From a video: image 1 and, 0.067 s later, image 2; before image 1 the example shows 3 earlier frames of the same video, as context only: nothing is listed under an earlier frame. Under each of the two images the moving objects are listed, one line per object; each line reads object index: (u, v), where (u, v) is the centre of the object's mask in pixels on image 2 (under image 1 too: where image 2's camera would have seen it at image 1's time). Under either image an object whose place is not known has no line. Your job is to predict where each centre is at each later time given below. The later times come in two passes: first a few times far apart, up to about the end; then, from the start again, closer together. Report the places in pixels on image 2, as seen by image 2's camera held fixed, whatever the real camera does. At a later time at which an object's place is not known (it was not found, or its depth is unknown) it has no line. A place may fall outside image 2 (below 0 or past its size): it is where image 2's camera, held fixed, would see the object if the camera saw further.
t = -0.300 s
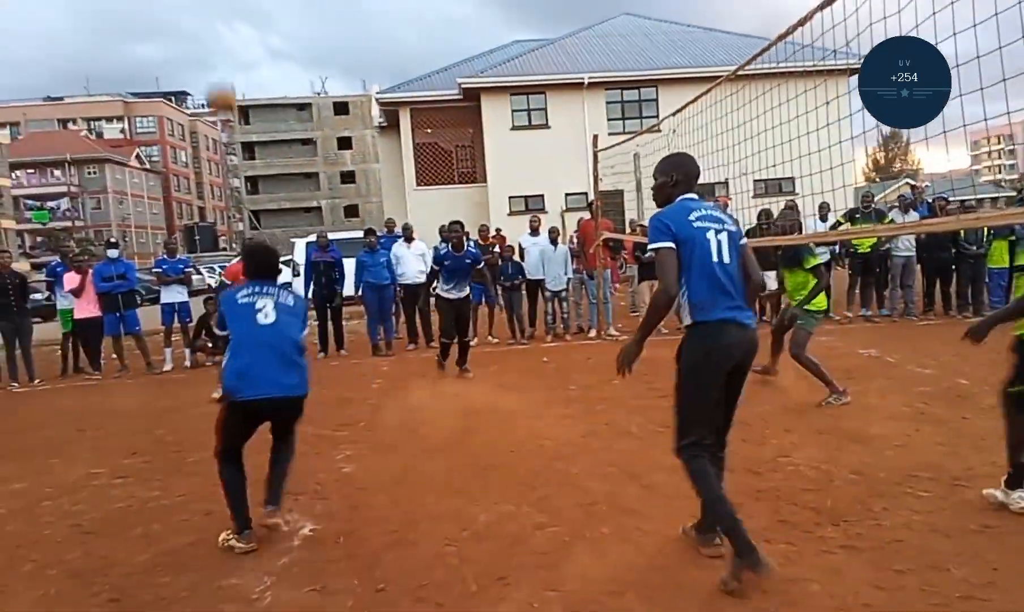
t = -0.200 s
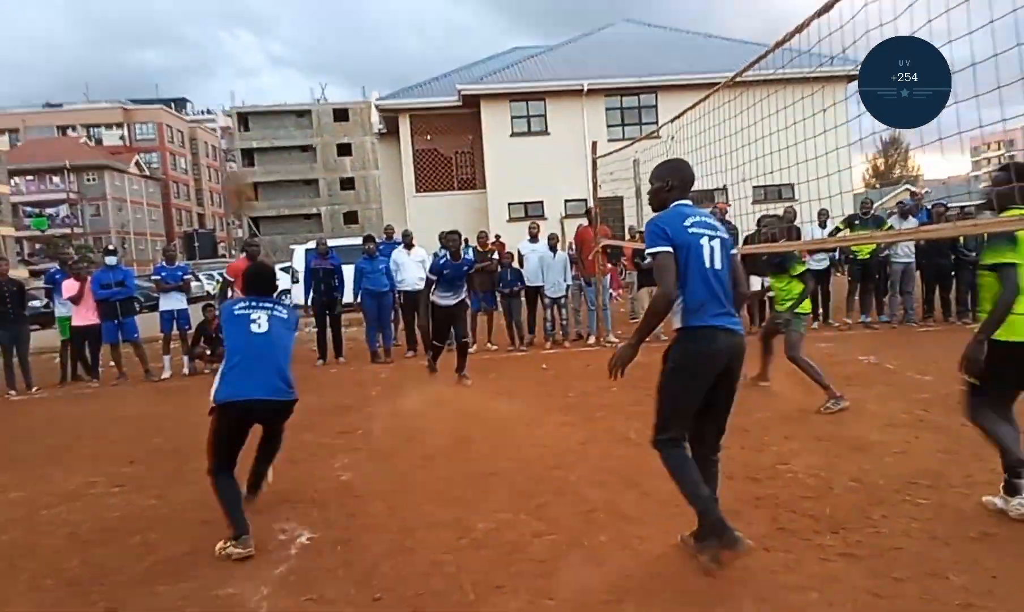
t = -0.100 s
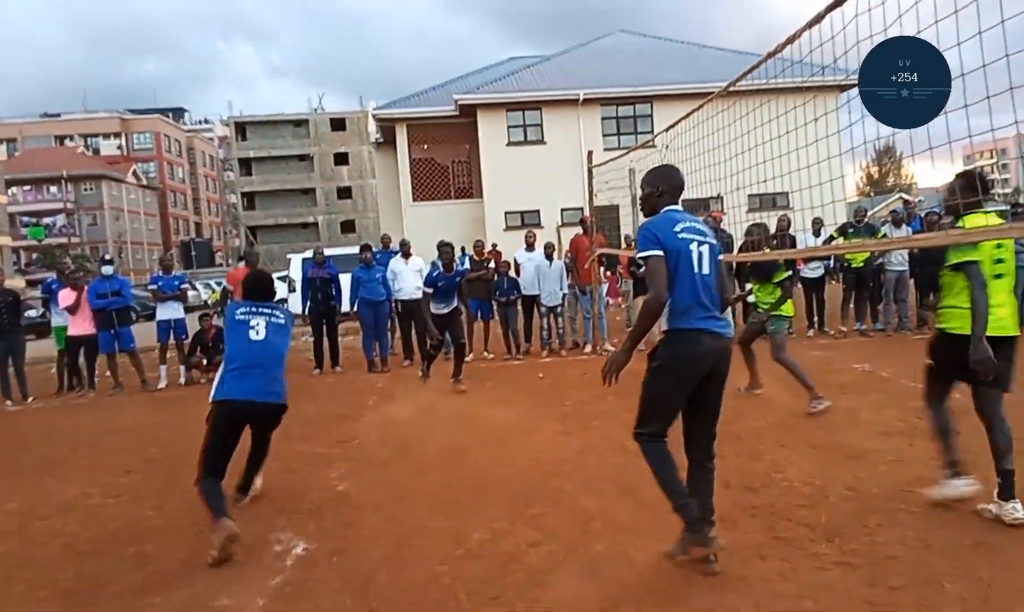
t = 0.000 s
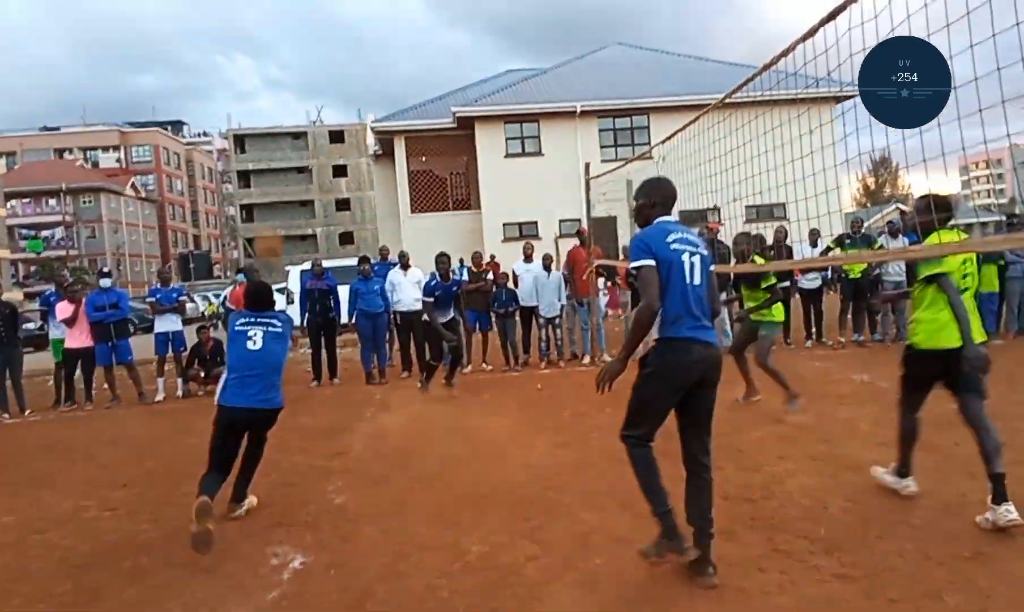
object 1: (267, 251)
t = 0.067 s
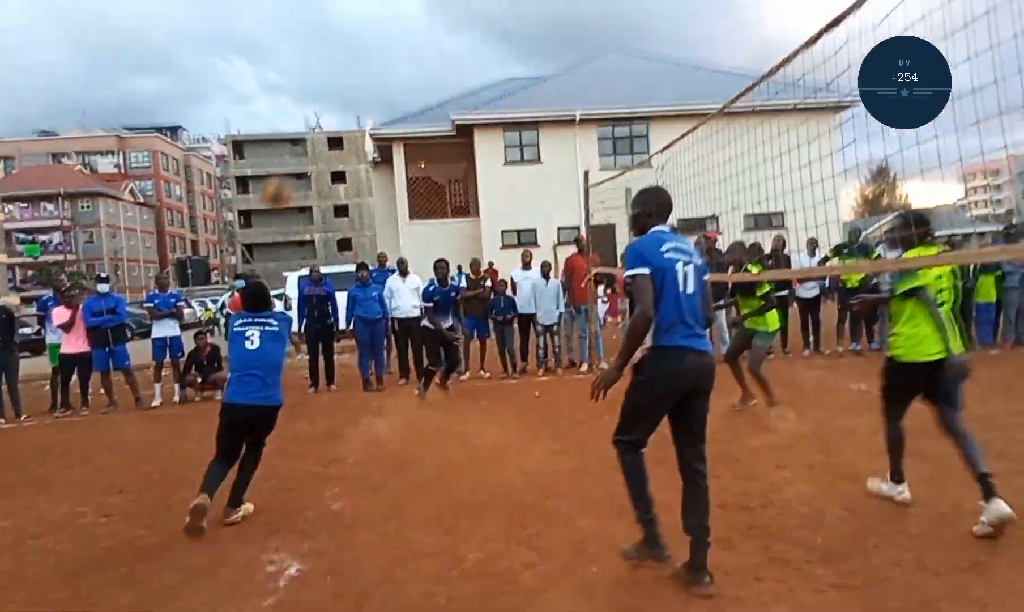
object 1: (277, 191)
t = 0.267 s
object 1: (306, 77)
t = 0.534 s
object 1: (342, 20)
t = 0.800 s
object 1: (376, 40)
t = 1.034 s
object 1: (408, 105)
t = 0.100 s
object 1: (281, 171)
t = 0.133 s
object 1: (287, 149)
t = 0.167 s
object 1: (292, 130)
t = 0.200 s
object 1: (296, 109)
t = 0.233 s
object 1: (300, 94)
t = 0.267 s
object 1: (306, 77)
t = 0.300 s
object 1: (310, 65)
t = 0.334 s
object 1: (315, 54)
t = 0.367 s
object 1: (319, 45)
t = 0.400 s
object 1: (324, 37)
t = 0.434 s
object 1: (328, 31)
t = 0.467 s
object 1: (333, 26)
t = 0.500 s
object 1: (338, 22)
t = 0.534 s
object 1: (342, 20)
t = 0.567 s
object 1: (347, 19)
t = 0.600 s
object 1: (350, 19)
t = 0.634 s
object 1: (355, 20)
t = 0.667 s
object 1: (359, 22)
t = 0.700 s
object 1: (363, 25)
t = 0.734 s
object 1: (368, 29)
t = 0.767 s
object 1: (372, 34)
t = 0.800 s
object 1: (376, 40)
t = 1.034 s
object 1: (408, 105)
